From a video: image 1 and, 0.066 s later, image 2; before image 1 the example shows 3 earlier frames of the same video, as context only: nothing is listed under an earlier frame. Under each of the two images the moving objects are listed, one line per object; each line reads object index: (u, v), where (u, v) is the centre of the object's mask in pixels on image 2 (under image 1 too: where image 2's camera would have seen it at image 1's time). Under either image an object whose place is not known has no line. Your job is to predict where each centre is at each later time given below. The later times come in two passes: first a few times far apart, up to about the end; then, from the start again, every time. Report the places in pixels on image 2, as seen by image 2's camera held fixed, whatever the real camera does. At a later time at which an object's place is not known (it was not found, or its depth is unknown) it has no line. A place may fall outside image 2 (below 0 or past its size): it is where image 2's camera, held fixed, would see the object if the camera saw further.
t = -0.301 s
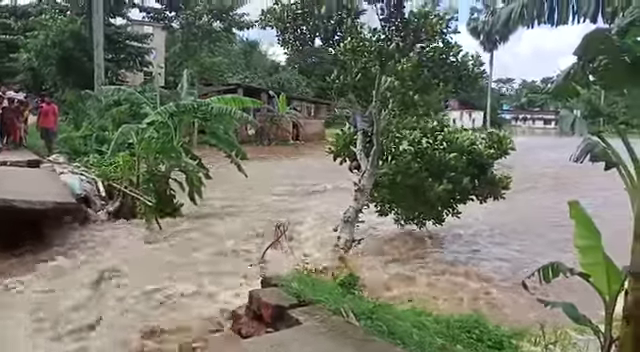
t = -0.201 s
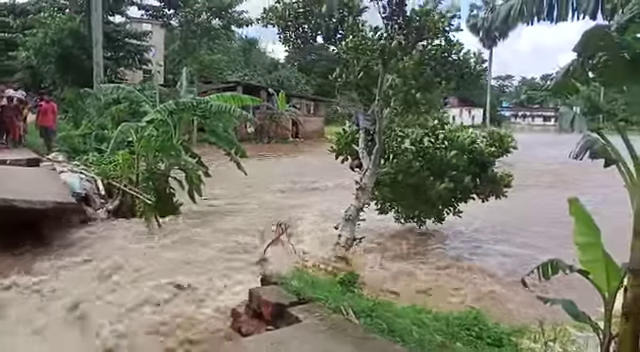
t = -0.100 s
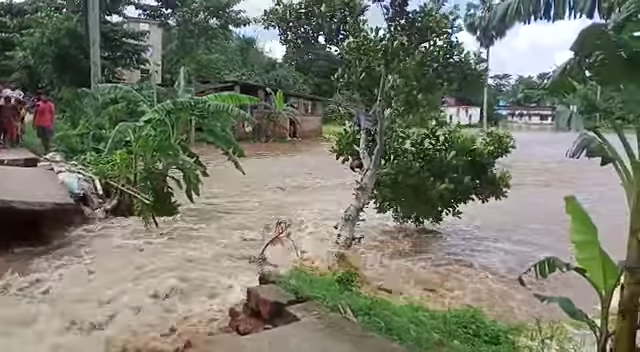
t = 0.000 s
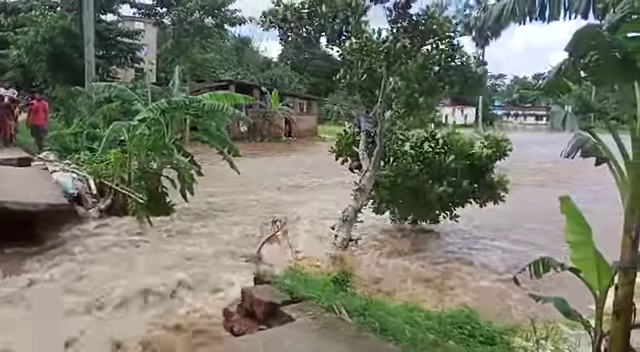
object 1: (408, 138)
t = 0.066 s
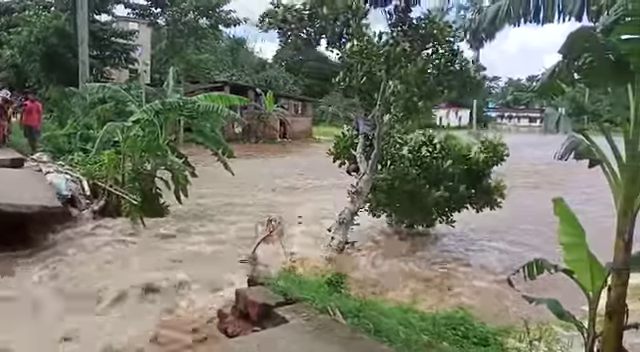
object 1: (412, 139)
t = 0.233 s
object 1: (421, 143)
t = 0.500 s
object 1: (445, 160)
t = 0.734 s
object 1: (469, 181)
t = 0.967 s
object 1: (496, 193)
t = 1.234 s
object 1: (509, 212)
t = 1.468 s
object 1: (511, 223)
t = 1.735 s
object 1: (513, 230)
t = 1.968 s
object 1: (506, 235)
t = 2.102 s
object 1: (467, 244)
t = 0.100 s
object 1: (413, 140)
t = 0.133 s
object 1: (415, 143)
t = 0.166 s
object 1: (417, 143)
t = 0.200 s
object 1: (420, 142)
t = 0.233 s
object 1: (421, 143)
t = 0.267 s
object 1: (422, 146)
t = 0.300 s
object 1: (423, 146)
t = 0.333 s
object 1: (427, 147)
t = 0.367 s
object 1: (430, 149)
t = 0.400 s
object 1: (434, 149)
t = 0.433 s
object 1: (436, 151)
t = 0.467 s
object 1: (438, 152)
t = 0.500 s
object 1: (445, 160)
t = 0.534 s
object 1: (449, 163)
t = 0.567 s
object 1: (452, 168)
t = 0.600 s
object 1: (455, 171)
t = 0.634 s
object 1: (460, 173)
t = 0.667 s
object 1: (463, 175)
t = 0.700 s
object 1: (467, 177)
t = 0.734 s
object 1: (469, 181)
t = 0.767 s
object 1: (471, 186)
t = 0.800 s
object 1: (475, 192)
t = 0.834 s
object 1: (478, 197)
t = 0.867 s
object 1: (480, 199)
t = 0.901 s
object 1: (483, 202)
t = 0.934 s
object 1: (487, 206)
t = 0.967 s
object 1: (496, 193)
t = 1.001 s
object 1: (500, 194)
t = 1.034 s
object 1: (503, 200)
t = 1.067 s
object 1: (503, 216)
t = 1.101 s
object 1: (504, 219)
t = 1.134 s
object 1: (506, 203)
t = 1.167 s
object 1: (508, 205)
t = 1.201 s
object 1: (509, 208)
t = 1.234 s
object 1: (509, 212)
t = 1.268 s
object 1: (508, 223)
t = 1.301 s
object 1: (507, 224)
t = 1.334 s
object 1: (509, 224)
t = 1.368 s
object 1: (511, 223)
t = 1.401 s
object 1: (510, 223)
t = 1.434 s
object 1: (510, 223)
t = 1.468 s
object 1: (511, 223)
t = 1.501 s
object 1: (513, 222)
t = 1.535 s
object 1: (510, 224)
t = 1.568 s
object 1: (510, 225)
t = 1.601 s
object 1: (511, 226)
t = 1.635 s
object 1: (506, 229)
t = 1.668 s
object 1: (511, 228)
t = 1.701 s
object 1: (512, 228)
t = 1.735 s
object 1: (513, 230)
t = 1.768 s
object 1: (509, 232)
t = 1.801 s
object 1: (508, 231)
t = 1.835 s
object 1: (506, 232)
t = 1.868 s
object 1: (506, 233)
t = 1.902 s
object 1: (506, 234)
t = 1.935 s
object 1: (505, 235)
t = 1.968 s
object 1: (506, 235)
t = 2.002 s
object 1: (501, 240)
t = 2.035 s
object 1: (494, 243)
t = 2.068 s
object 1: (482, 244)
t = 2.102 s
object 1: (467, 244)
